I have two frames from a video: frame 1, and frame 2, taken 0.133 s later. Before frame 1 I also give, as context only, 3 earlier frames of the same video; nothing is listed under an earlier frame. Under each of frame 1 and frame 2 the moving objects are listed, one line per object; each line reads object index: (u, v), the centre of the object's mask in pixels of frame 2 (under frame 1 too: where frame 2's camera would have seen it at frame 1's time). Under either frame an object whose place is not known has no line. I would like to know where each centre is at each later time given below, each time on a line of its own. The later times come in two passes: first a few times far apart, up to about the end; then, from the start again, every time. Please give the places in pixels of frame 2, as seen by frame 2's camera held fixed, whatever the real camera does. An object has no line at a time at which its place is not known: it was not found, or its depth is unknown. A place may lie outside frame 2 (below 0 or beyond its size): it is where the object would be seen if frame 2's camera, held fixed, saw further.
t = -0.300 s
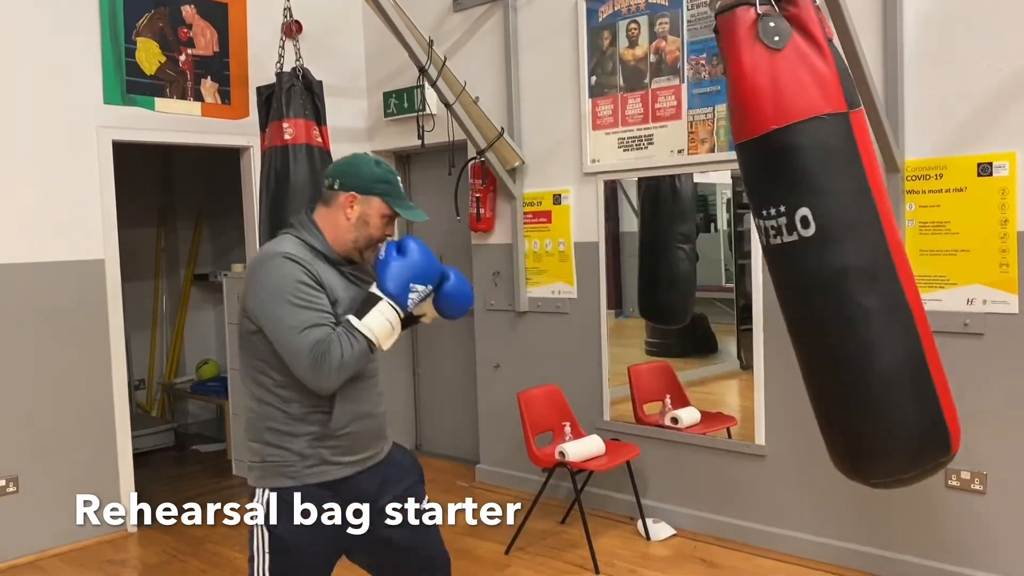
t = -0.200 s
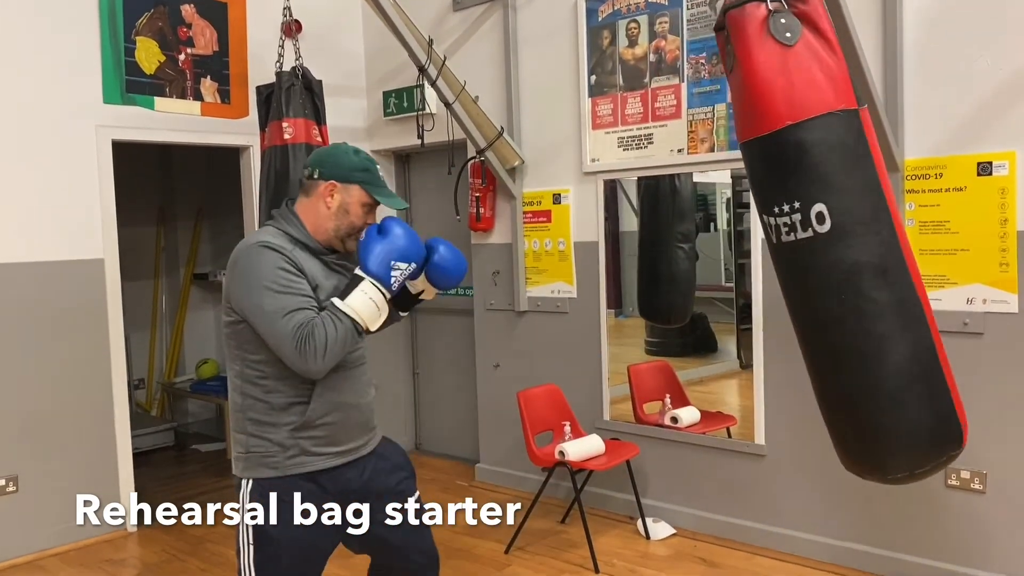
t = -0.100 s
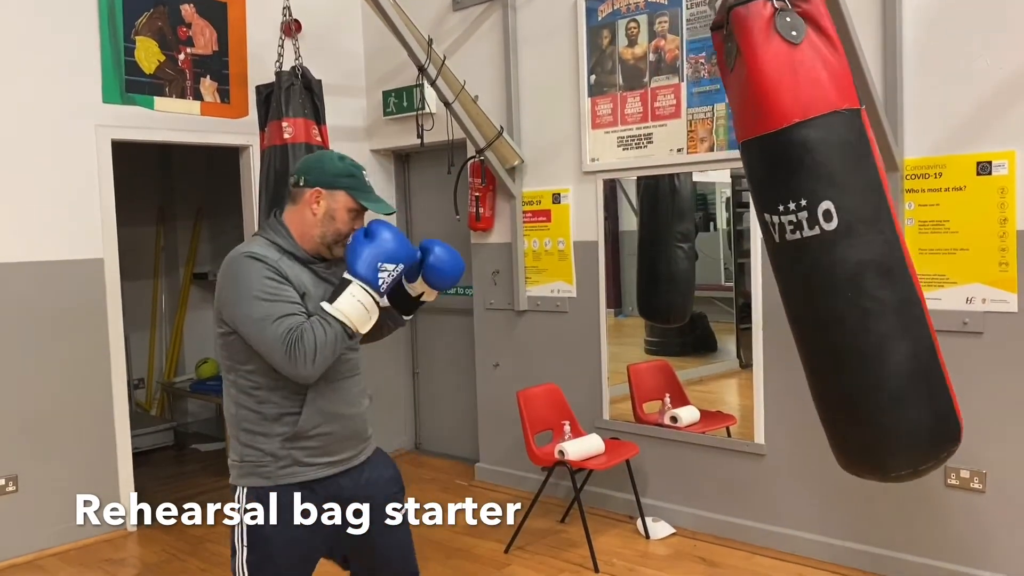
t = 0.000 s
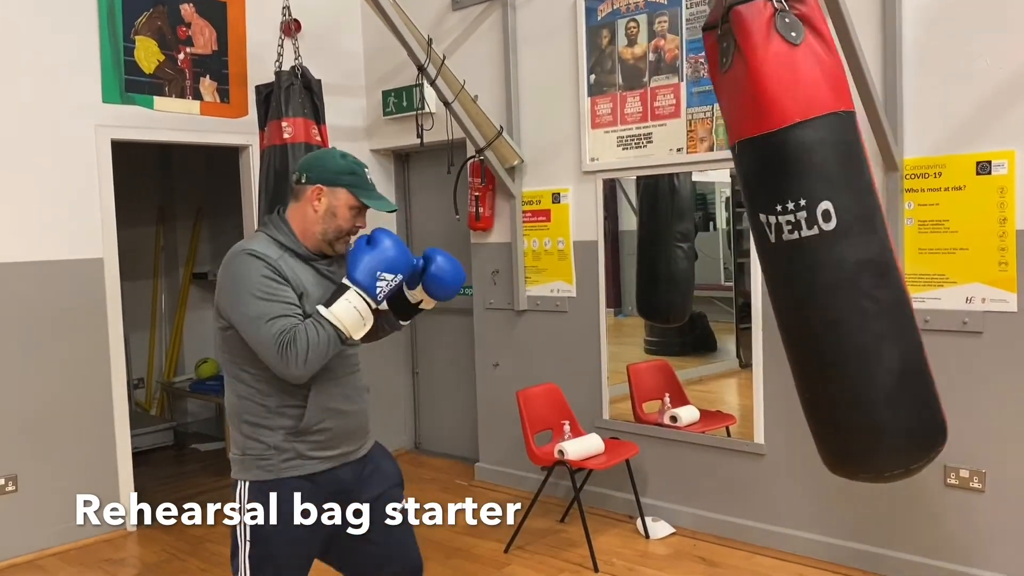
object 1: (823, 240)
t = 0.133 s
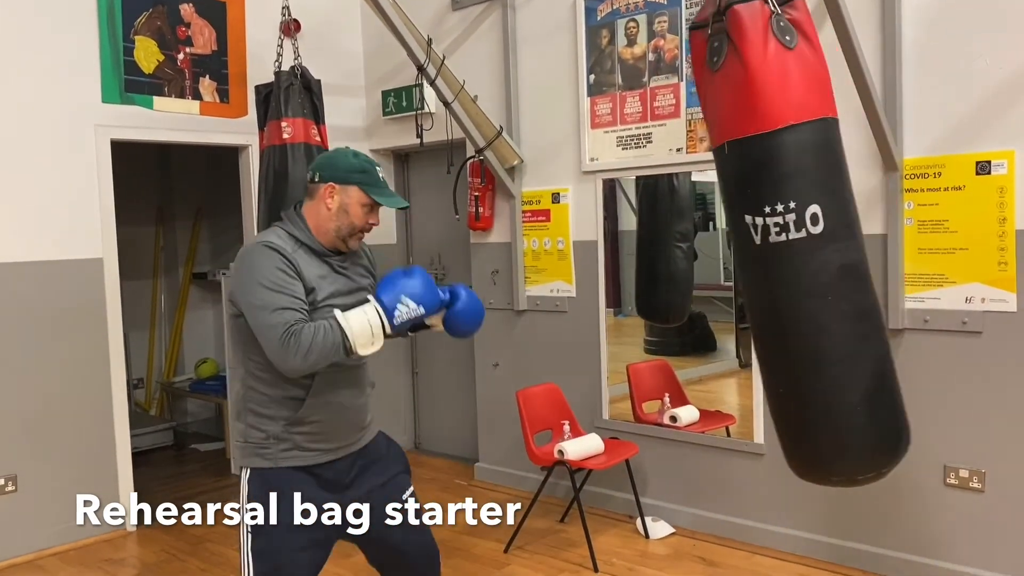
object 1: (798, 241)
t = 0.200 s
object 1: (783, 241)
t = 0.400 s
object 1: (727, 243)
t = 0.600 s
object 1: (670, 242)
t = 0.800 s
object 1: (625, 235)
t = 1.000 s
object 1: (602, 234)
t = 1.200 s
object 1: (606, 237)
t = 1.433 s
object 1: (645, 246)
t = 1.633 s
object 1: (699, 249)
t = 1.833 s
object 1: (759, 251)
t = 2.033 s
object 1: (809, 246)
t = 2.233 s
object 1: (833, 243)
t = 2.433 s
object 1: (827, 241)
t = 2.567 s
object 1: (807, 243)
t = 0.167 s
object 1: (791, 241)
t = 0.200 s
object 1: (783, 241)
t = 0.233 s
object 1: (774, 242)
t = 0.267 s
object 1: (765, 242)
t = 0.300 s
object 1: (756, 243)
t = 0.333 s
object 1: (747, 243)
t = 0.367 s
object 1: (737, 245)
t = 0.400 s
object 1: (727, 243)
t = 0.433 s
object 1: (717, 244)
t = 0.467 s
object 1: (707, 242)
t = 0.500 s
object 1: (698, 243)
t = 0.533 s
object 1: (688, 243)
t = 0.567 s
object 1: (679, 242)
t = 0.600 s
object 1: (670, 242)
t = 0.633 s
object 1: (661, 240)
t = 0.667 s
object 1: (653, 239)
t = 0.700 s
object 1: (645, 238)
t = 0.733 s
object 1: (638, 237)
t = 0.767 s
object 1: (631, 237)
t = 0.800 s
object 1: (625, 235)
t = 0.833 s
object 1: (619, 234)
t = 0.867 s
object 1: (614, 233)
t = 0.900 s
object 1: (610, 234)
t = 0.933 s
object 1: (607, 233)
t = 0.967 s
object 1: (604, 233)
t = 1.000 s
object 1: (602, 234)
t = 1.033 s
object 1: (601, 234)
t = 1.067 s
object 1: (600, 234)
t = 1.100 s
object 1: (600, 235)
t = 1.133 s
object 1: (601, 235)
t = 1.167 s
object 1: (603, 236)
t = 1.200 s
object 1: (606, 237)
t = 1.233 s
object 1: (610, 238)
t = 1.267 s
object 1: (614, 240)
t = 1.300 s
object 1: (618, 241)
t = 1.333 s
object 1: (624, 242)
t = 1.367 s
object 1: (630, 243)
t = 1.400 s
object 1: (637, 245)
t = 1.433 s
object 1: (645, 246)
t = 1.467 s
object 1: (653, 246)
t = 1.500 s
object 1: (661, 250)
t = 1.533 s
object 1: (670, 249)
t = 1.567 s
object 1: (680, 252)
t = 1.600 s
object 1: (689, 251)
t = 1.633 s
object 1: (699, 249)
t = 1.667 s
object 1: (708, 252)
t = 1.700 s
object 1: (720, 252)
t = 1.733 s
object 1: (729, 252)
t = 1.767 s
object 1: (739, 252)
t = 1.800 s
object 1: (749, 252)
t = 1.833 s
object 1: (759, 251)
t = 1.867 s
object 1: (768, 251)
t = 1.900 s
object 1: (778, 250)
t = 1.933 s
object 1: (786, 250)
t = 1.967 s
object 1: (795, 251)
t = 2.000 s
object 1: (801, 248)
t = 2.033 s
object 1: (809, 246)
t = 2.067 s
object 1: (815, 247)
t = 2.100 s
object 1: (820, 245)
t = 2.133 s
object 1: (824, 245)
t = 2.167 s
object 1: (829, 243)
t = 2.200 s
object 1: (831, 242)
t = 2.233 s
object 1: (833, 243)
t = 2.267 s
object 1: (834, 242)
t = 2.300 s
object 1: (834, 241)
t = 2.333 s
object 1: (834, 241)
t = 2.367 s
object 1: (833, 240)
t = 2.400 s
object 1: (830, 241)
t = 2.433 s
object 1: (827, 241)
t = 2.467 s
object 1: (822, 242)
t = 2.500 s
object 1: (818, 242)
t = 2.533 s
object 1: (813, 243)
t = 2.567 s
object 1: (807, 243)
